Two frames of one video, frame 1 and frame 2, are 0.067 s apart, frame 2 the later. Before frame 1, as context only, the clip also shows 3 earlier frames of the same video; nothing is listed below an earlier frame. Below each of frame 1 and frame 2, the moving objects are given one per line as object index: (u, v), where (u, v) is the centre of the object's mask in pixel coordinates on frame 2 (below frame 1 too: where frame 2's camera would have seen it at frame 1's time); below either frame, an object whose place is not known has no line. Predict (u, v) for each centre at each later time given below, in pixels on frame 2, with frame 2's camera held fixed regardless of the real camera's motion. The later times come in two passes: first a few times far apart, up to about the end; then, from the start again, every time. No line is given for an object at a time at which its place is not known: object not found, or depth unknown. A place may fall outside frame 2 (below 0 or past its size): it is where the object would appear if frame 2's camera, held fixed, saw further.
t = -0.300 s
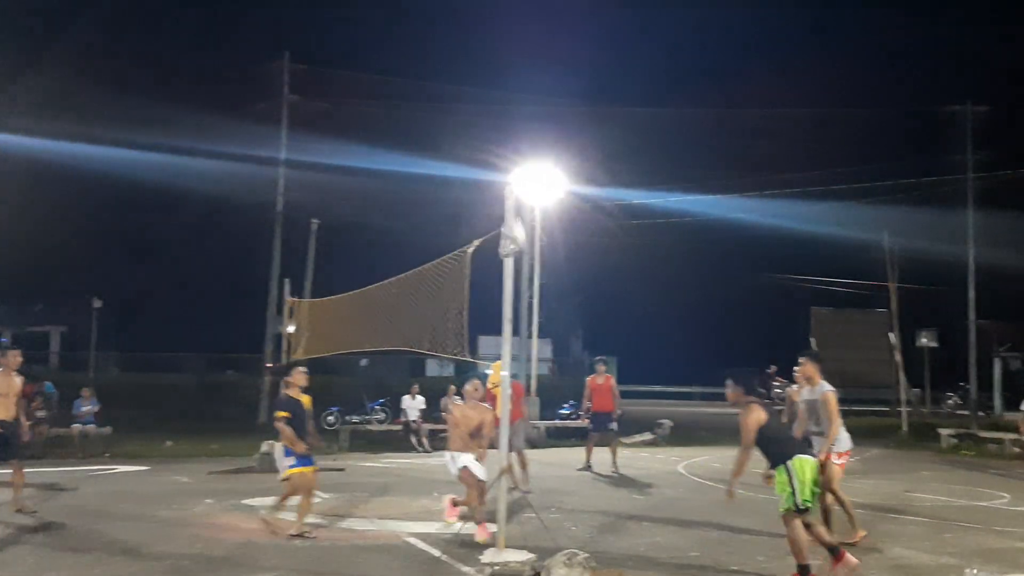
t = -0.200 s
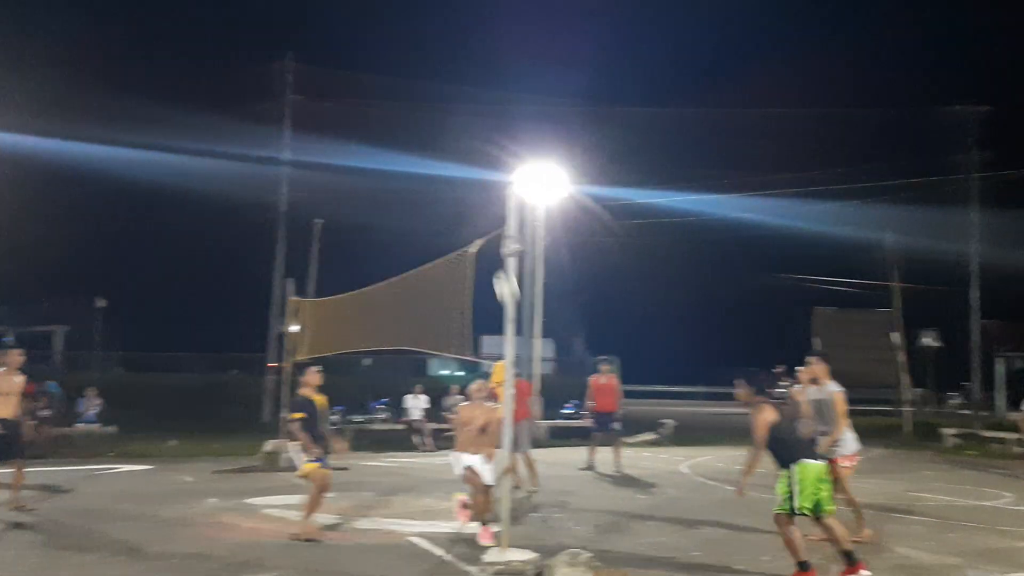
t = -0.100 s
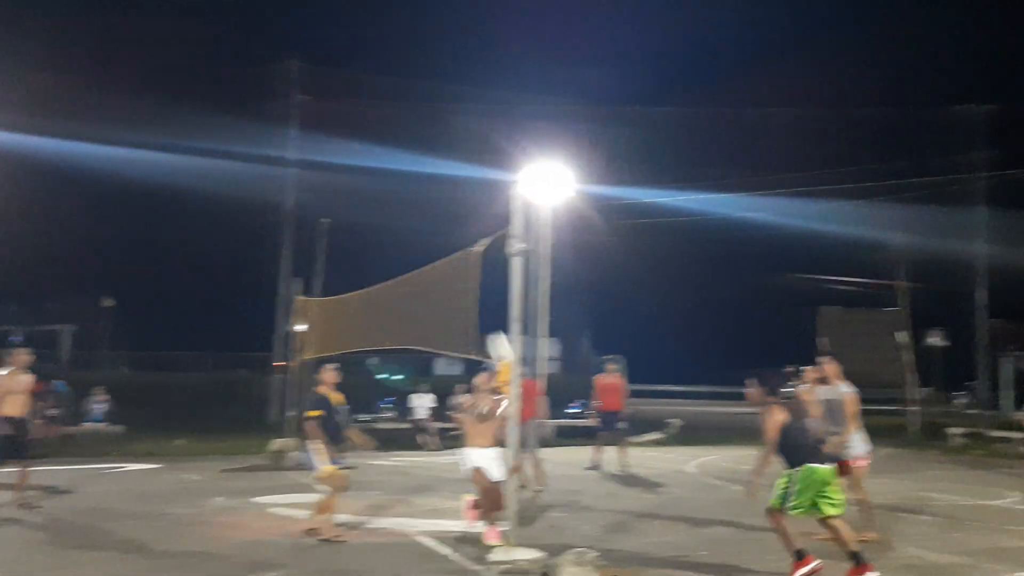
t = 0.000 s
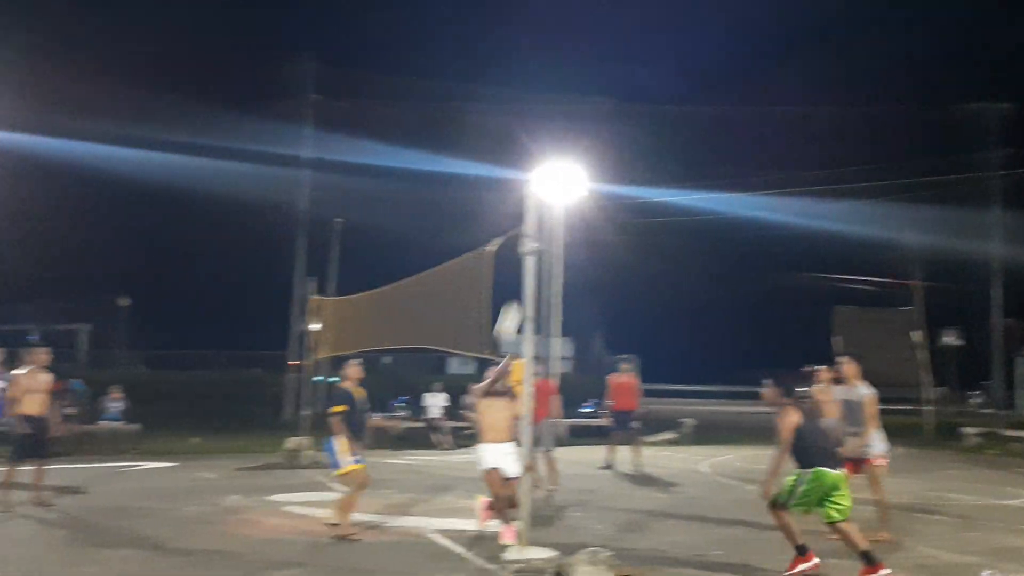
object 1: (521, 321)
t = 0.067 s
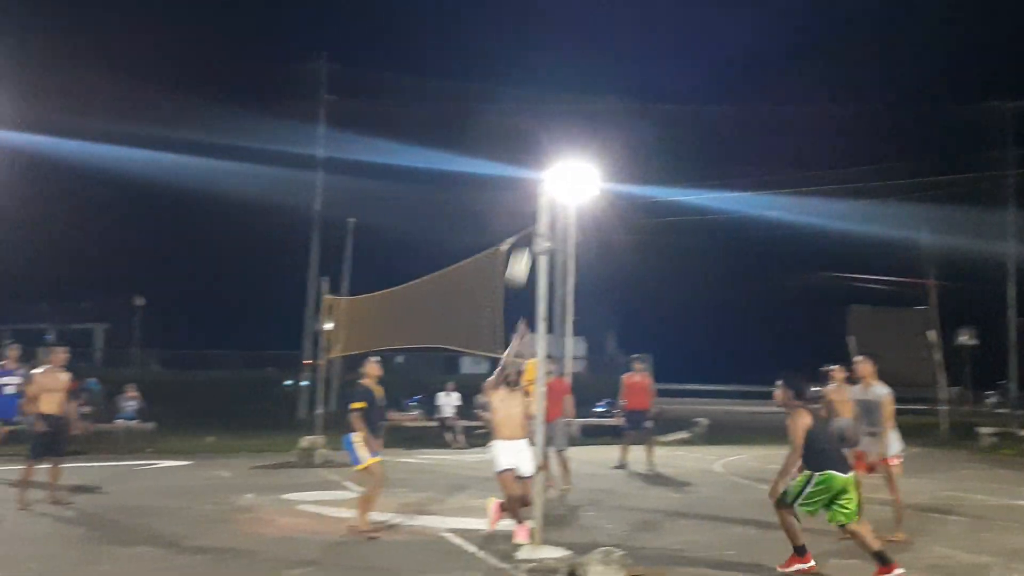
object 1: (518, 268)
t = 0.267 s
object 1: (515, 145)
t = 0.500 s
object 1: (510, 66)
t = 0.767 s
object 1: (503, 46)
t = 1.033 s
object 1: (497, 84)
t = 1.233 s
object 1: (492, 146)
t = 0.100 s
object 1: (517, 244)
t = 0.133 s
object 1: (517, 220)
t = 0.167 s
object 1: (516, 199)
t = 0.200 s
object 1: (516, 179)
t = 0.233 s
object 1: (516, 160)
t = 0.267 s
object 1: (515, 145)
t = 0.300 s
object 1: (514, 130)
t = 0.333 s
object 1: (513, 116)
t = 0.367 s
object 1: (513, 103)
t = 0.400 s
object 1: (512, 93)
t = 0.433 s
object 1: (511, 83)
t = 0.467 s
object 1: (510, 74)
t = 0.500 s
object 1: (510, 66)
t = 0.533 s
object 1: (509, 60)
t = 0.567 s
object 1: (508, 55)
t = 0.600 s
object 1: (507, 51)
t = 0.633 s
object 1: (506, 48)
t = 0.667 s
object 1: (505, 45)
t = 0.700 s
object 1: (505, 45)
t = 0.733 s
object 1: (504, 45)
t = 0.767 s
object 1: (503, 46)
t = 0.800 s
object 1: (502, 48)
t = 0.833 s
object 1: (501, 51)
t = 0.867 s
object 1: (501, 54)
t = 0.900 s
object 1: (500, 59)
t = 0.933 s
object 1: (499, 64)
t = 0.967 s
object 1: (499, 70)
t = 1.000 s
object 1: (498, 77)
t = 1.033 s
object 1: (497, 84)
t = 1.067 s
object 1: (496, 93)
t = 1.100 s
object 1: (495, 102)
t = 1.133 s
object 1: (494, 112)
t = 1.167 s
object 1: (493, 123)
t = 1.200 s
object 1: (493, 134)
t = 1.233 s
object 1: (492, 146)
